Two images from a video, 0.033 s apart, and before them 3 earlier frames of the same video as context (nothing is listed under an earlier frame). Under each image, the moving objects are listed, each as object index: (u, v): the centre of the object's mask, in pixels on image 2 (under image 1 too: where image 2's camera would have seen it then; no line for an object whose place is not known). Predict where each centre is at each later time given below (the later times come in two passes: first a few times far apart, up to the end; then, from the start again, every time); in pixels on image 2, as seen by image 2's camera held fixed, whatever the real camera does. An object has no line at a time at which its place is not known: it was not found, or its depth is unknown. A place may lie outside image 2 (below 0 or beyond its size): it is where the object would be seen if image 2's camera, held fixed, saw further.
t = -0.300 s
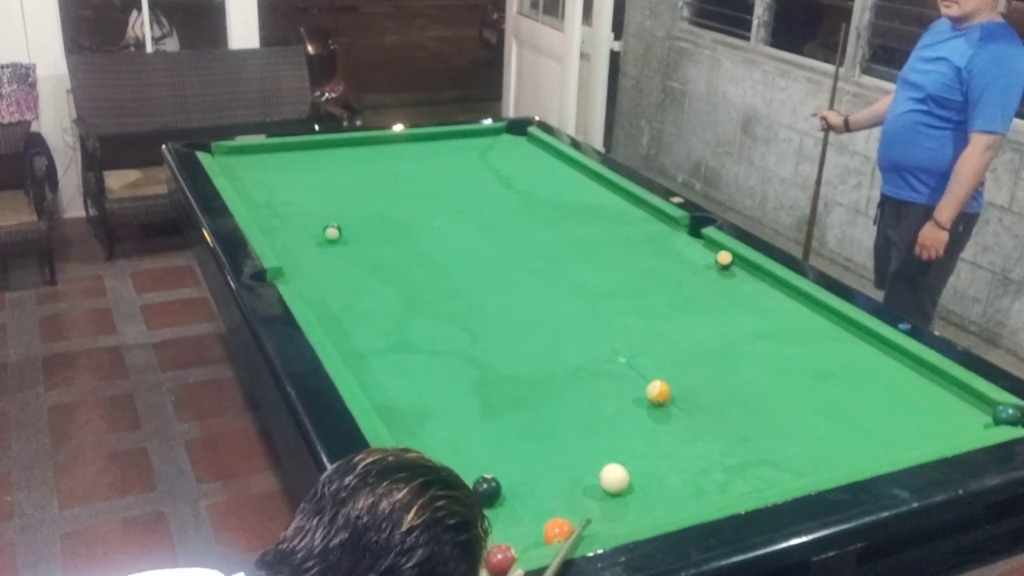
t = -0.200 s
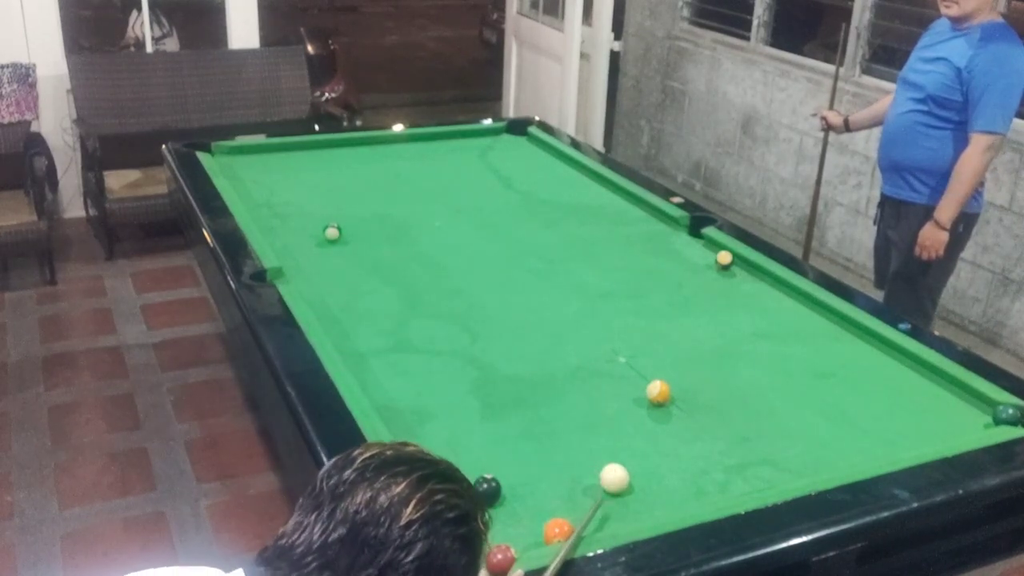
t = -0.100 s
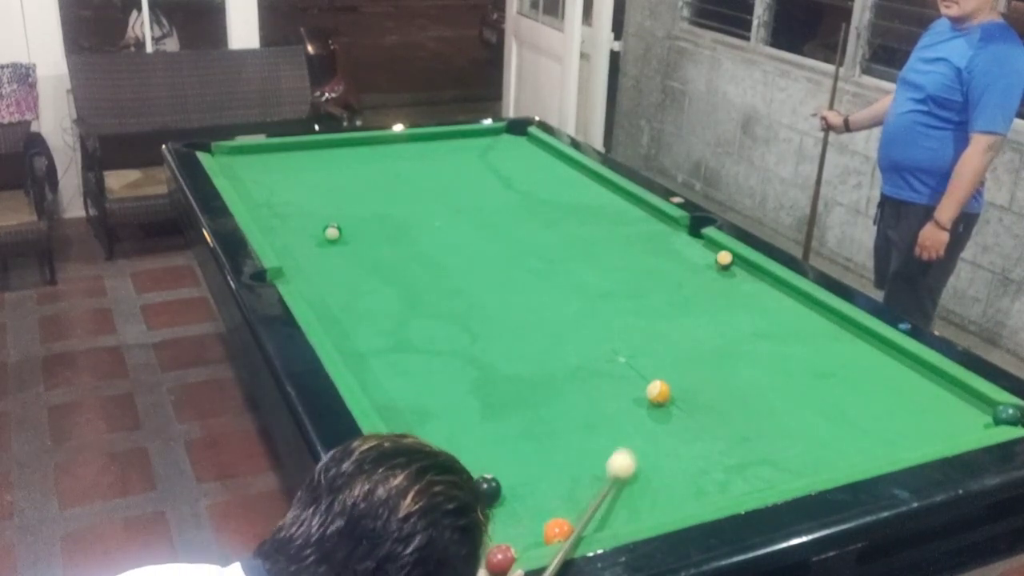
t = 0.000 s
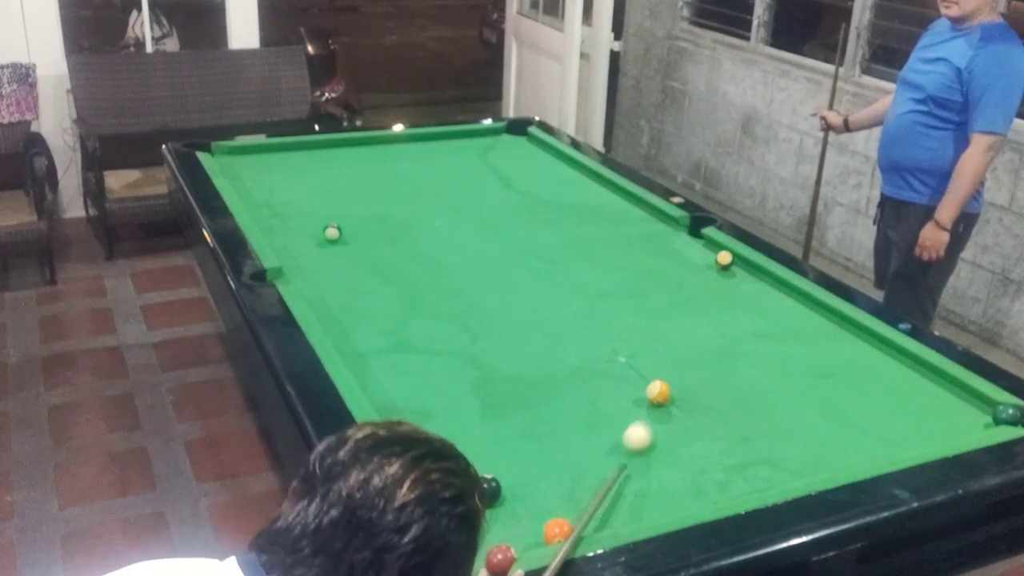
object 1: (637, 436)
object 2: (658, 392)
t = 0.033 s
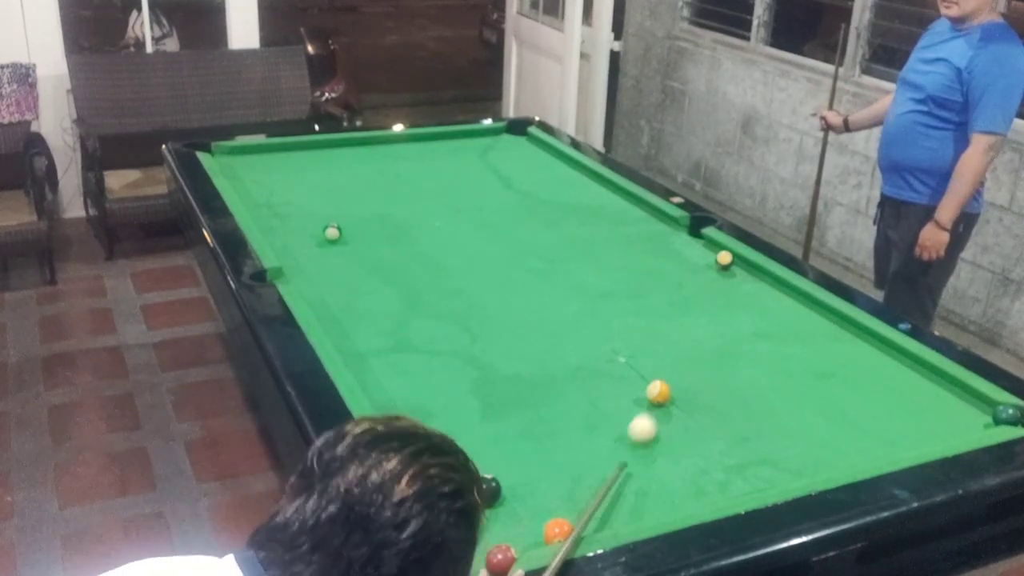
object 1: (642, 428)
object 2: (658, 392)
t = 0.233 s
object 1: (666, 402)
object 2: (661, 374)
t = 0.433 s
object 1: (685, 393)
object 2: (665, 348)
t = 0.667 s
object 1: (704, 384)
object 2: (670, 323)
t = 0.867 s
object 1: (720, 377)
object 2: (673, 303)
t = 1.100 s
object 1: (737, 370)
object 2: (674, 283)
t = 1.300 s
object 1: (750, 364)
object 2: (676, 266)
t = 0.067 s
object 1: (647, 419)
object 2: (658, 392)
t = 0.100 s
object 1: (652, 412)
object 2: (658, 390)
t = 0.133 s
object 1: (656, 406)
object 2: (659, 388)
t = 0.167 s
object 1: (659, 404)
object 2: (659, 383)
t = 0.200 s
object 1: (662, 403)
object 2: (660, 379)
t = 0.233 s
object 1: (666, 402)
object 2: (661, 374)
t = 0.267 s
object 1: (669, 400)
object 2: (662, 370)
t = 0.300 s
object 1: (672, 399)
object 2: (662, 365)
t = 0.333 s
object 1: (675, 397)
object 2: (663, 361)
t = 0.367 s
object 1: (678, 396)
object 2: (664, 356)
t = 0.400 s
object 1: (682, 395)
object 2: (665, 353)
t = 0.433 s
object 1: (685, 393)
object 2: (665, 348)
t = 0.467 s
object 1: (688, 392)
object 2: (666, 344)
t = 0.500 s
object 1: (690, 391)
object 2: (667, 340)
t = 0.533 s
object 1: (693, 389)
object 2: (667, 337)
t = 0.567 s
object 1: (696, 388)
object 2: (667, 333)
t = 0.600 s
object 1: (699, 387)
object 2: (668, 329)
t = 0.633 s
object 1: (702, 385)
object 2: (669, 326)
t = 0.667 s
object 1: (704, 384)
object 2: (670, 323)
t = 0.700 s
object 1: (708, 383)
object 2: (670, 319)
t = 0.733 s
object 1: (710, 382)
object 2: (671, 315)
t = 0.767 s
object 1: (713, 380)
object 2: (671, 313)
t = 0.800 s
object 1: (715, 380)
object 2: (671, 310)
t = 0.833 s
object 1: (718, 379)
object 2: (672, 306)
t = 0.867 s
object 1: (720, 377)
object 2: (673, 303)
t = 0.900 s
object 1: (723, 376)
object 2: (673, 300)
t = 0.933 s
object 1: (725, 375)
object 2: (673, 297)
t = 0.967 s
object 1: (728, 374)
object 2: (673, 294)
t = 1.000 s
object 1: (730, 373)
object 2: (674, 291)
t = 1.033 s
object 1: (733, 372)
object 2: (674, 288)
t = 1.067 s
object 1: (735, 371)
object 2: (674, 285)
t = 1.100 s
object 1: (737, 370)
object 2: (674, 283)
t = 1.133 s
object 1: (739, 369)
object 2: (675, 280)
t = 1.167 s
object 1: (741, 368)
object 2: (675, 277)
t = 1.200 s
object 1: (743, 367)
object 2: (676, 274)
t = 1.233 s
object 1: (746, 366)
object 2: (676, 272)
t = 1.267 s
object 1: (748, 365)
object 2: (676, 269)
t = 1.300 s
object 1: (750, 364)
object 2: (676, 266)
